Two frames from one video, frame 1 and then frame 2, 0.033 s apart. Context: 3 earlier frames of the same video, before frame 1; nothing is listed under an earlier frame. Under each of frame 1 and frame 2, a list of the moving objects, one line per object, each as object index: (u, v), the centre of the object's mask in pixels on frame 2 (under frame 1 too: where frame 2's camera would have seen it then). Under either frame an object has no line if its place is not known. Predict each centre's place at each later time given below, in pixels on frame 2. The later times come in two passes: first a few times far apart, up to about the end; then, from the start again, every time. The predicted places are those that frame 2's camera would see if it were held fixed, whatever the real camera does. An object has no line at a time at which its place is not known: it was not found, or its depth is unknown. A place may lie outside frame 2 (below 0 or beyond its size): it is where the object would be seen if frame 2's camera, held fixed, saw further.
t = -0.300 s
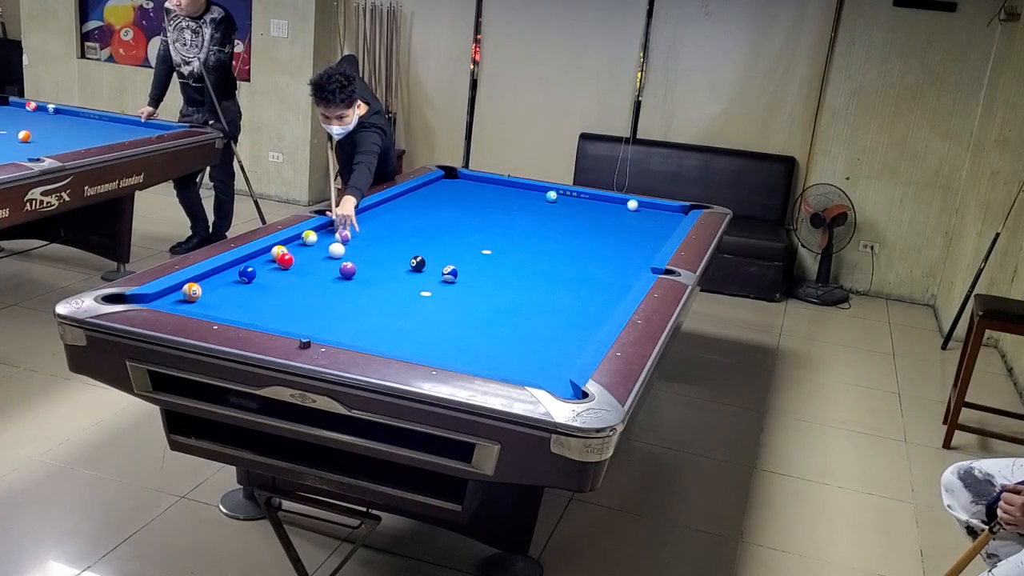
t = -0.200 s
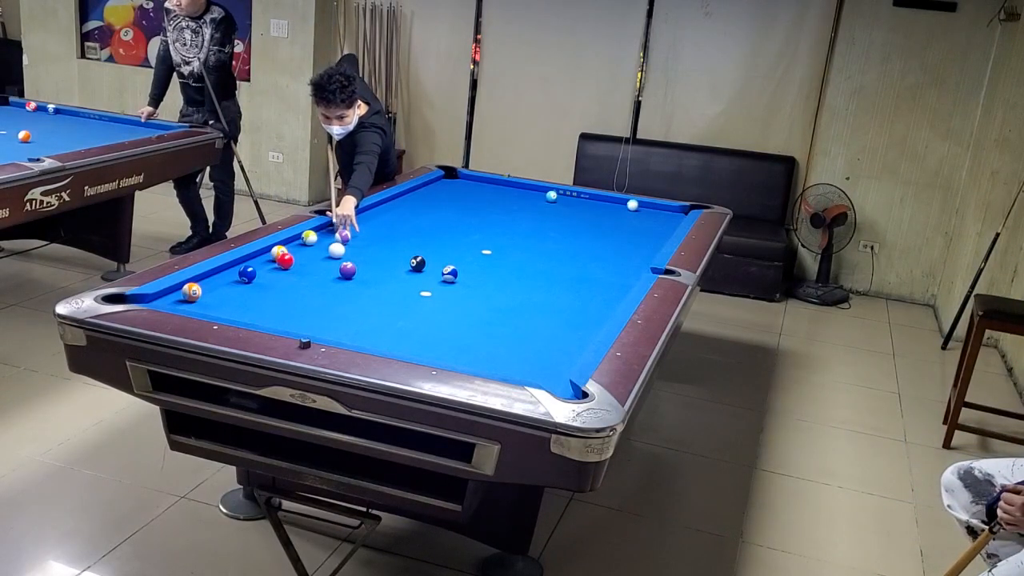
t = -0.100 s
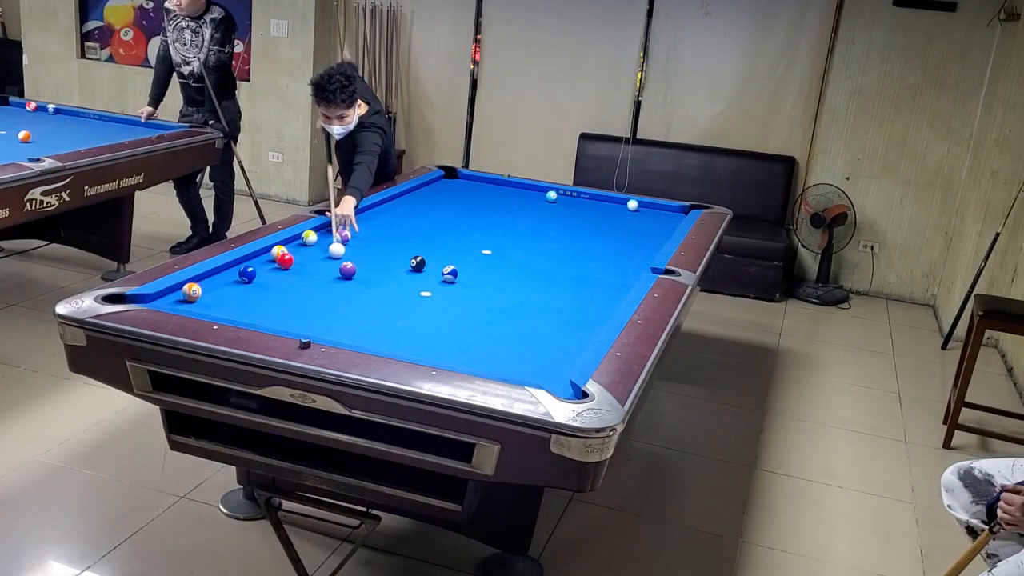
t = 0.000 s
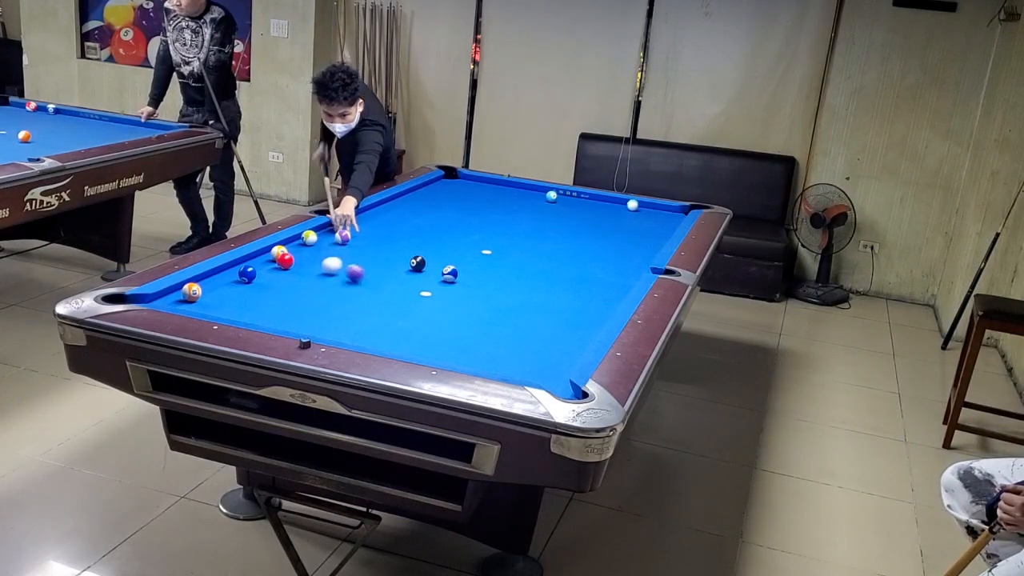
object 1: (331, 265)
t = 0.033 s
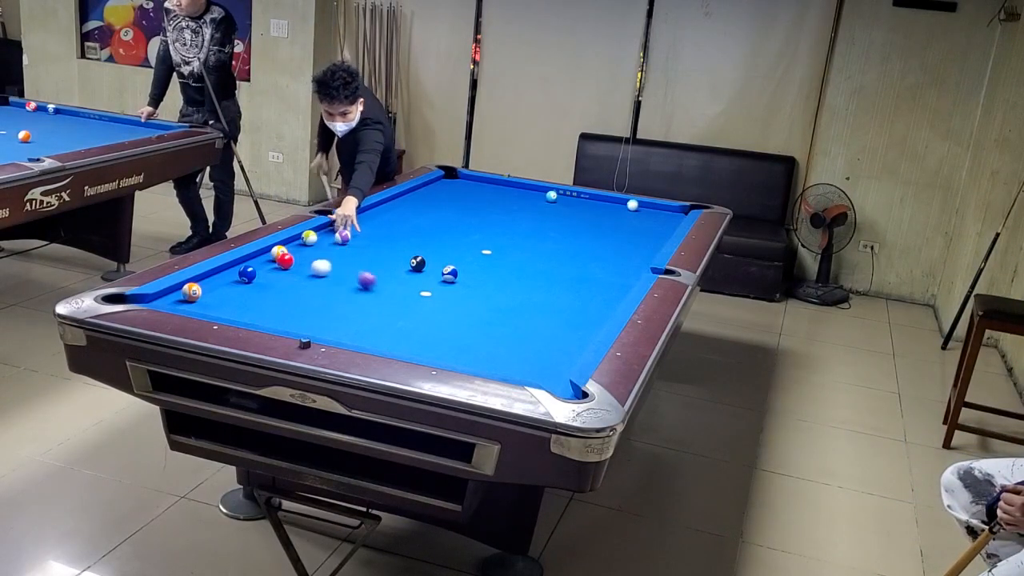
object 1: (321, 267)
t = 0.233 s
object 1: (262, 279)
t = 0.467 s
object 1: (210, 294)
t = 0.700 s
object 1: (197, 304)
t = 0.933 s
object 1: (211, 310)
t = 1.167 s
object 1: (234, 312)
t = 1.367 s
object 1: (251, 313)
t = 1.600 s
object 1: (269, 314)
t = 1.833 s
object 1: (285, 314)
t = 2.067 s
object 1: (300, 315)
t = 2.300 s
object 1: (314, 315)
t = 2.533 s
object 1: (326, 315)
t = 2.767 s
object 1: (336, 316)
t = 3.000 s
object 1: (346, 317)
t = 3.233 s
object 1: (354, 317)
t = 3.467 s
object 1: (361, 318)
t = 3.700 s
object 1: (367, 318)
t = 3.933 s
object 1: (371, 319)
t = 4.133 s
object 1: (373, 319)
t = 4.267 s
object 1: (375, 319)
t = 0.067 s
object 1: (311, 269)
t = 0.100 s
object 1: (301, 271)
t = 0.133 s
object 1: (291, 273)
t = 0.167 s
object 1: (281, 275)
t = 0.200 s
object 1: (272, 277)
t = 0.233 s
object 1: (262, 279)
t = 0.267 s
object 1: (252, 281)
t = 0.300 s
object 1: (241, 284)
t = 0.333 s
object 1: (231, 286)
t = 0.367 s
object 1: (220, 288)
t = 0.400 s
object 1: (211, 291)
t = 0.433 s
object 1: (211, 292)
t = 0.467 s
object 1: (210, 294)
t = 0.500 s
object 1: (209, 295)
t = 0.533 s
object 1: (207, 297)
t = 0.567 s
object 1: (205, 298)
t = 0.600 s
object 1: (203, 300)
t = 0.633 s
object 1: (201, 302)
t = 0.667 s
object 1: (199, 303)
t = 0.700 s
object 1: (197, 304)
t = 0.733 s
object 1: (195, 305)
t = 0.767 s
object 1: (197, 306)
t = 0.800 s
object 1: (200, 307)
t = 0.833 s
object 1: (202, 308)
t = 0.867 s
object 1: (204, 309)
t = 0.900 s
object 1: (207, 310)
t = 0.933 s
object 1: (211, 310)
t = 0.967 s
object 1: (214, 310)
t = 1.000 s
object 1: (217, 310)
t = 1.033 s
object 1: (220, 310)
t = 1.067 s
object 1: (222, 311)
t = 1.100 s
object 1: (226, 311)
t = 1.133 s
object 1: (231, 311)
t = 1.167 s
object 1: (234, 312)
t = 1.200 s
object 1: (237, 312)
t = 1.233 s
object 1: (240, 312)
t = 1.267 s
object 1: (243, 312)
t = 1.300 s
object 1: (245, 312)
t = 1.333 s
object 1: (248, 313)
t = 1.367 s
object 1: (251, 313)
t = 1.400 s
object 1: (253, 313)
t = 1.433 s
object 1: (256, 313)
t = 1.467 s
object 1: (258, 314)
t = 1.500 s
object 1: (261, 314)
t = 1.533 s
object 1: (264, 314)
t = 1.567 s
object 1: (266, 314)
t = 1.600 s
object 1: (269, 314)
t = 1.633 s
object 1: (271, 314)
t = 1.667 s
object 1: (273, 314)
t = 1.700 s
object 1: (276, 314)
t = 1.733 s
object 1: (278, 314)
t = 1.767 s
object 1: (280, 314)
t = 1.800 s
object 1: (283, 314)
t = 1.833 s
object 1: (285, 314)
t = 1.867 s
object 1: (287, 314)
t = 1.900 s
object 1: (289, 314)
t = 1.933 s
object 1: (291, 315)
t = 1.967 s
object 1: (294, 314)
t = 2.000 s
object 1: (296, 314)
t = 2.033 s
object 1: (298, 314)
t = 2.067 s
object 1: (300, 315)
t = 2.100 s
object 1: (302, 315)
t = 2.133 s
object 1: (304, 315)
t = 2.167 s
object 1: (306, 315)
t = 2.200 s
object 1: (308, 315)
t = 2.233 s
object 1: (310, 315)
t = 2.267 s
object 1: (312, 315)
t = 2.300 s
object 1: (314, 315)
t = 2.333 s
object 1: (315, 315)
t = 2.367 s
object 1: (317, 315)
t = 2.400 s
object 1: (319, 315)
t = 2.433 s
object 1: (321, 315)
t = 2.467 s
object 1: (322, 315)
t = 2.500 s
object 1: (324, 315)
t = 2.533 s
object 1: (326, 315)
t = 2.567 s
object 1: (327, 315)
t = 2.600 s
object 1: (329, 316)
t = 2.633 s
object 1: (331, 316)
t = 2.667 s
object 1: (332, 316)
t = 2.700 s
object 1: (334, 316)
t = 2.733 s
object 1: (335, 316)
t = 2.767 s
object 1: (336, 316)
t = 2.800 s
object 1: (338, 316)
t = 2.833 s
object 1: (339, 316)
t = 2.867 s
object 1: (341, 316)
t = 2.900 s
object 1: (342, 316)
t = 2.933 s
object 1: (343, 316)
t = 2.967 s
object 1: (345, 317)
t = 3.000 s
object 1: (346, 317)
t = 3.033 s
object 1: (347, 317)
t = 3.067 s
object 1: (348, 317)
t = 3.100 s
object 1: (349, 317)
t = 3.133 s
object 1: (351, 317)
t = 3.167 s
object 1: (352, 317)
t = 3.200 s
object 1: (353, 317)
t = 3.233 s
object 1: (354, 317)
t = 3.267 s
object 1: (355, 317)
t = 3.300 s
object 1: (356, 318)
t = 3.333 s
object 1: (357, 318)
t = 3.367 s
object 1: (358, 317)
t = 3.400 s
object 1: (359, 318)
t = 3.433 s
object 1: (360, 318)
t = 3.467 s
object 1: (361, 318)
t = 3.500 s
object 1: (362, 318)
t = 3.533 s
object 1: (363, 318)
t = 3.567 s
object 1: (364, 318)
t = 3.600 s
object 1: (364, 318)
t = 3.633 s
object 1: (365, 318)
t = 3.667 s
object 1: (366, 318)
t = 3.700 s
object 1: (367, 318)
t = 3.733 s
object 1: (367, 318)
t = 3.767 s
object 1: (368, 319)
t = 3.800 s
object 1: (369, 319)
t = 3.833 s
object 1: (369, 319)
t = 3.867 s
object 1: (370, 319)
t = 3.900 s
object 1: (370, 319)
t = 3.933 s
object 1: (371, 319)
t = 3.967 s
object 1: (371, 319)
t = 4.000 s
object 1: (372, 319)
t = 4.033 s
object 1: (372, 319)
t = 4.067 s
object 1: (373, 319)
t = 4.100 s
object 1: (373, 319)
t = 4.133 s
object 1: (373, 319)
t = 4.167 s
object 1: (374, 319)
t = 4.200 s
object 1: (374, 319)
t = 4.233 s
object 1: (375, 319)
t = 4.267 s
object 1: (375, 319)
